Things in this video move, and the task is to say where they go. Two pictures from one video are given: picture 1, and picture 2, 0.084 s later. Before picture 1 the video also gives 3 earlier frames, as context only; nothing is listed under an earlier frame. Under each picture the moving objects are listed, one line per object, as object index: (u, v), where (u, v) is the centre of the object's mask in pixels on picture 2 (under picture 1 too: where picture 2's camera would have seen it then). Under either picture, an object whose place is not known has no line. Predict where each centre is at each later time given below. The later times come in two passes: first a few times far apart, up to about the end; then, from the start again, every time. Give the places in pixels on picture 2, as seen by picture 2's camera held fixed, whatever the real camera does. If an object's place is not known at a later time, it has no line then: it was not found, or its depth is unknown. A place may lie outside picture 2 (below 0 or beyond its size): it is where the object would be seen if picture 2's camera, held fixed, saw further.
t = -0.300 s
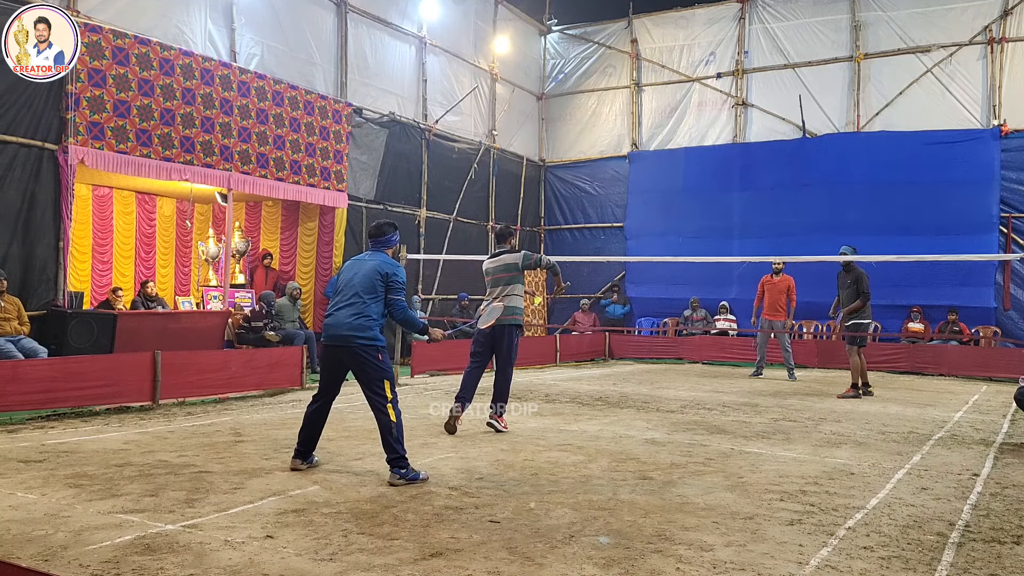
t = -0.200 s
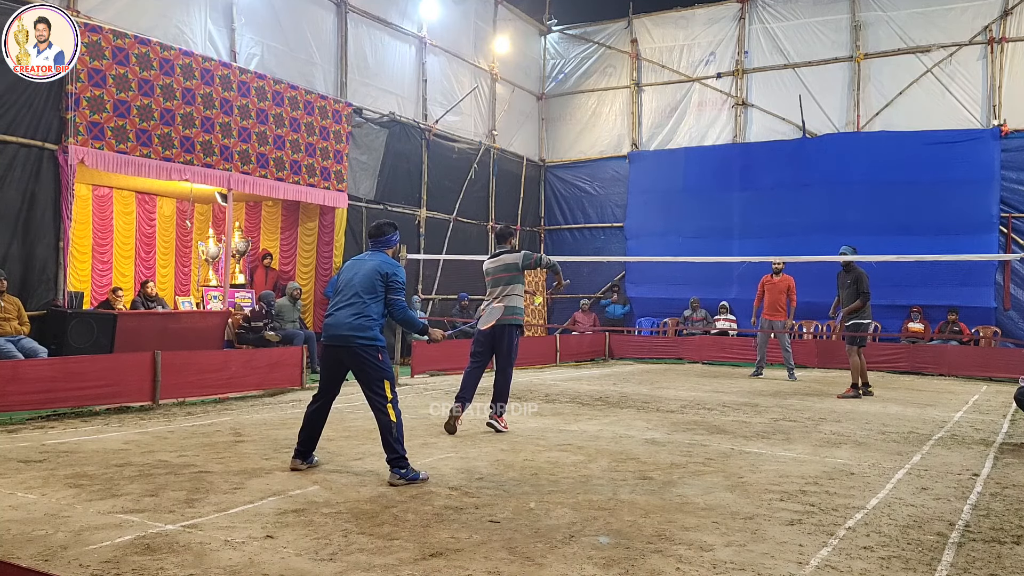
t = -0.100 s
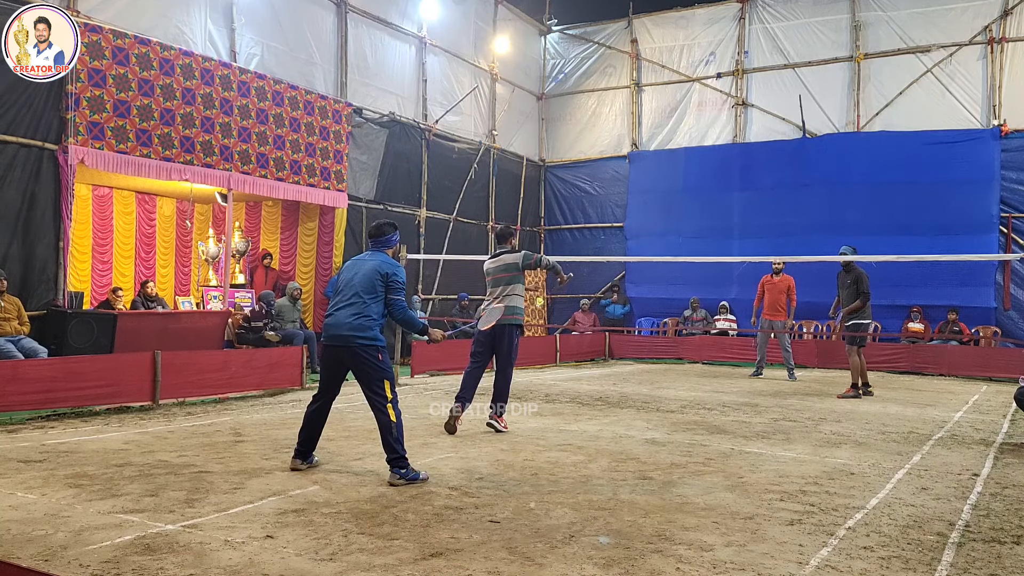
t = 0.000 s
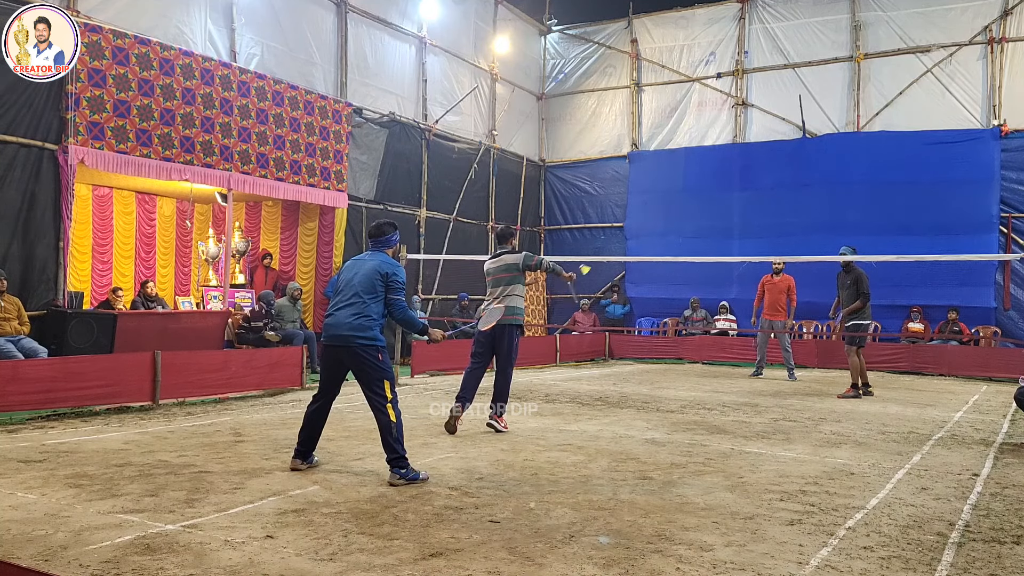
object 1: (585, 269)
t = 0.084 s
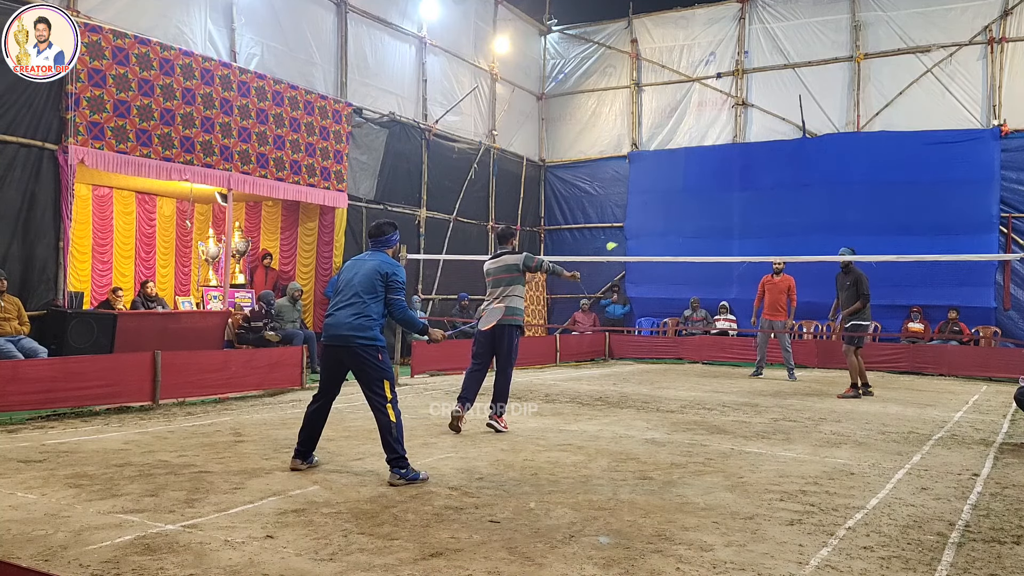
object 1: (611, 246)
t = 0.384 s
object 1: (690, 238)
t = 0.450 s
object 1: (703, 247)
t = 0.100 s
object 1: (617, 242)
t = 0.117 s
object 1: (622, 239)
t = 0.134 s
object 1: (628, 237)
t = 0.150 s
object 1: (633, 236)
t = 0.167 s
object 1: (638, 235)
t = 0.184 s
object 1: (643, 234)
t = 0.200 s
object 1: (648, 233)
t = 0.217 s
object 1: (653, 232)
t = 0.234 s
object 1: (657, 232)
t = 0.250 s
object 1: (662, 232)
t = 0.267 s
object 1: (666, 232)
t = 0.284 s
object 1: (669, 232)
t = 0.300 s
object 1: (673, 232)
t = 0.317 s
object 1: (677, 233)
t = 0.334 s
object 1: (680, 234)
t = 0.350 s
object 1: (684, 235)
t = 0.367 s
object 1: (687, 237)
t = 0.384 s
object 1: (690, 238)
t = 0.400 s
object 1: (694, 240)
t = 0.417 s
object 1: (697, 242)
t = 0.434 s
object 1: (700, 244)
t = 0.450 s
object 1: (703, 247)
